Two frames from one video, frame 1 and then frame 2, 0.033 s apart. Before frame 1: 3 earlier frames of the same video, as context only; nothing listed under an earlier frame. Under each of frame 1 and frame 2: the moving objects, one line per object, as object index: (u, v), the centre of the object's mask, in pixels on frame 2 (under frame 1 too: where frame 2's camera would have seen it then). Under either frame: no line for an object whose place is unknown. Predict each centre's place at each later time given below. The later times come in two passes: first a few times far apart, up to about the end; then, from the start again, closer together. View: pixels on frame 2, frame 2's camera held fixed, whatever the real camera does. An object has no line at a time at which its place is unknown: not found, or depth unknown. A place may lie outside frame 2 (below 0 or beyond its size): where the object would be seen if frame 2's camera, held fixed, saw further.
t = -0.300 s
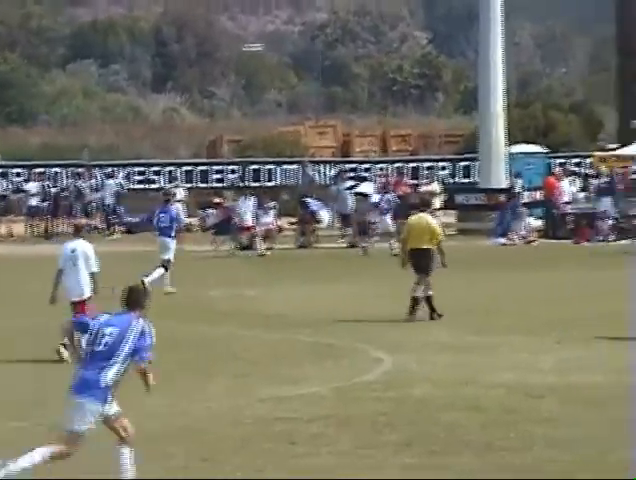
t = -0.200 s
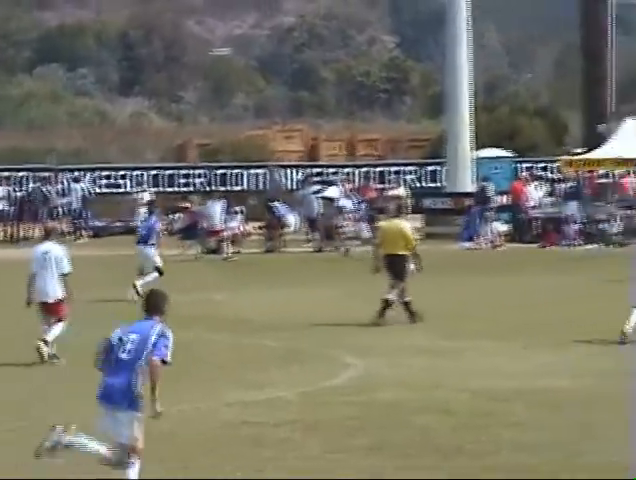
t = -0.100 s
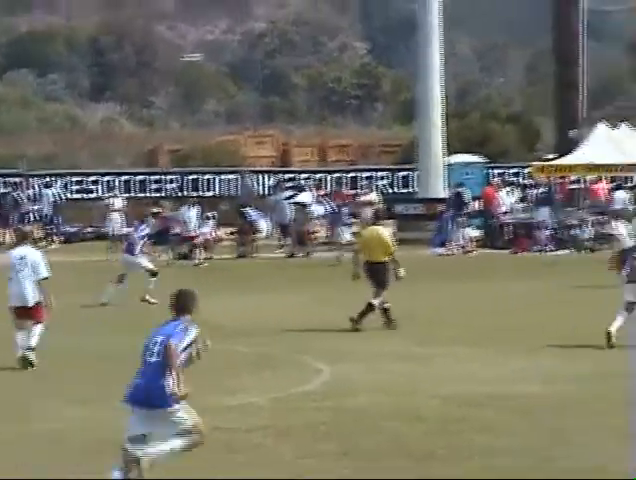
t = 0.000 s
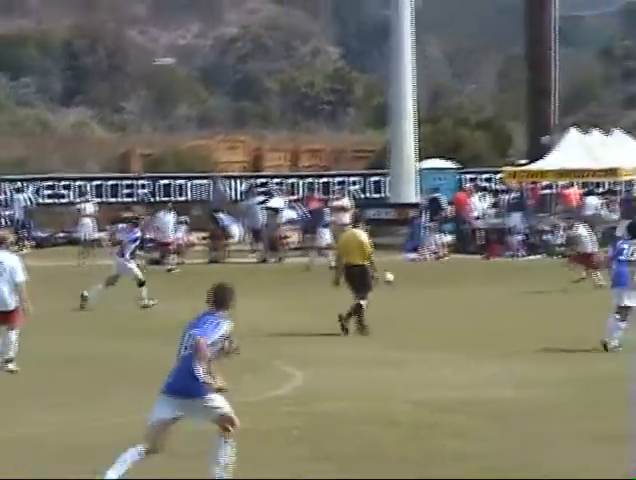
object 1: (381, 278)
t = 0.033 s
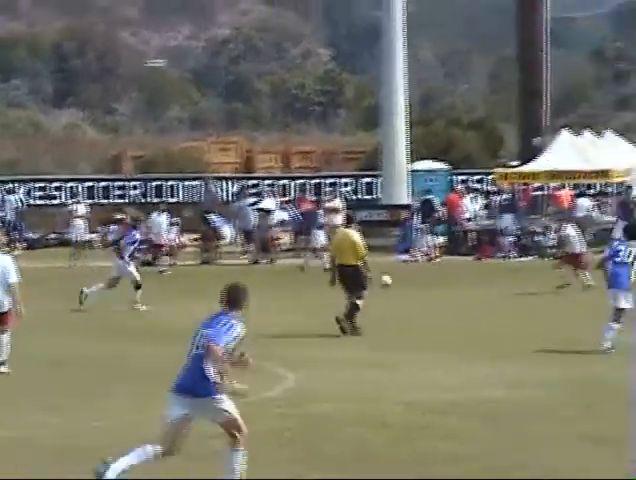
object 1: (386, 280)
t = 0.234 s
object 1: (416, 286)
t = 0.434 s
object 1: (447, 290)
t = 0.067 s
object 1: (392, 283)
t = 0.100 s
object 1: (397, 285)
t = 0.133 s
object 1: (402, 286)
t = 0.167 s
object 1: (407, 285)
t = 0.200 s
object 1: (412, 285)
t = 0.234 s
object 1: (416, 286)
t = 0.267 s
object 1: (421, 288)
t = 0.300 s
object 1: (426, 287)
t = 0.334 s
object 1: (432, 287)
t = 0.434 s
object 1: (447, 290)
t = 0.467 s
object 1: (452, 291)
